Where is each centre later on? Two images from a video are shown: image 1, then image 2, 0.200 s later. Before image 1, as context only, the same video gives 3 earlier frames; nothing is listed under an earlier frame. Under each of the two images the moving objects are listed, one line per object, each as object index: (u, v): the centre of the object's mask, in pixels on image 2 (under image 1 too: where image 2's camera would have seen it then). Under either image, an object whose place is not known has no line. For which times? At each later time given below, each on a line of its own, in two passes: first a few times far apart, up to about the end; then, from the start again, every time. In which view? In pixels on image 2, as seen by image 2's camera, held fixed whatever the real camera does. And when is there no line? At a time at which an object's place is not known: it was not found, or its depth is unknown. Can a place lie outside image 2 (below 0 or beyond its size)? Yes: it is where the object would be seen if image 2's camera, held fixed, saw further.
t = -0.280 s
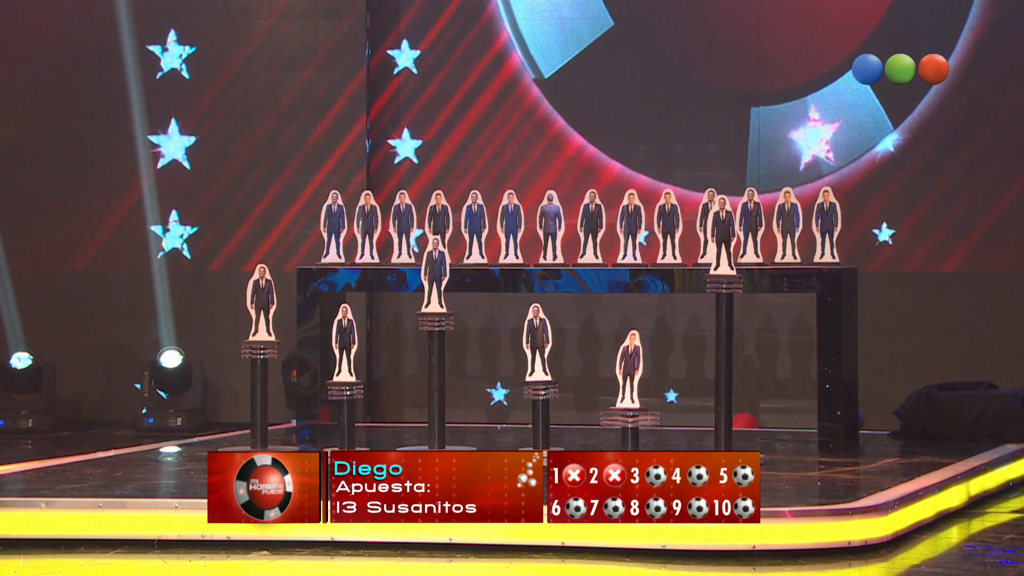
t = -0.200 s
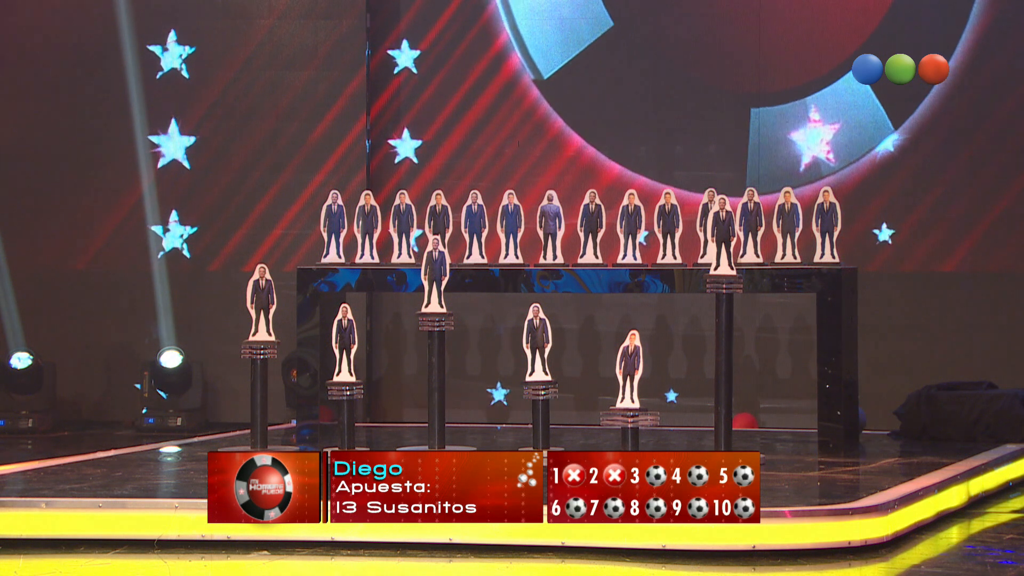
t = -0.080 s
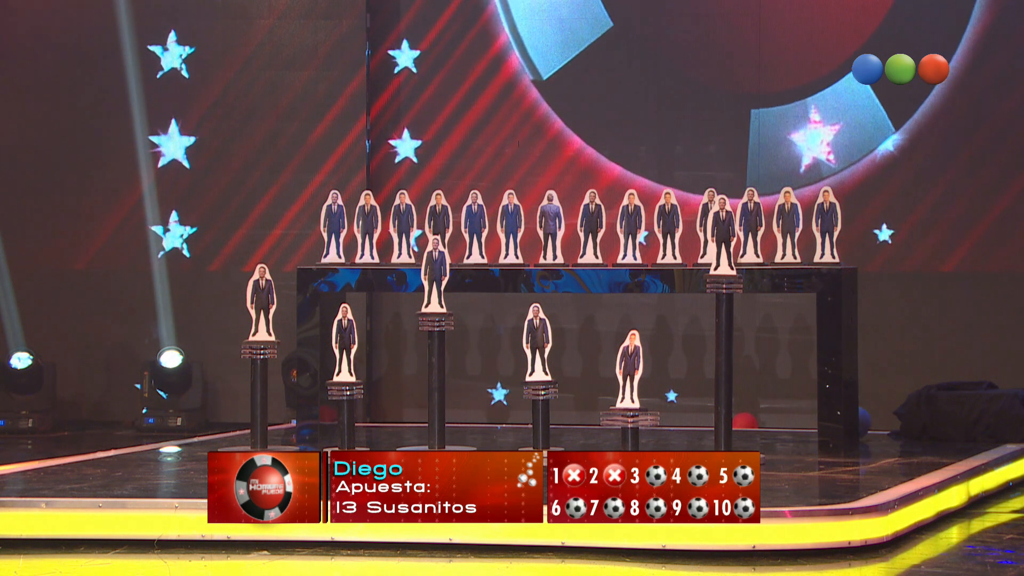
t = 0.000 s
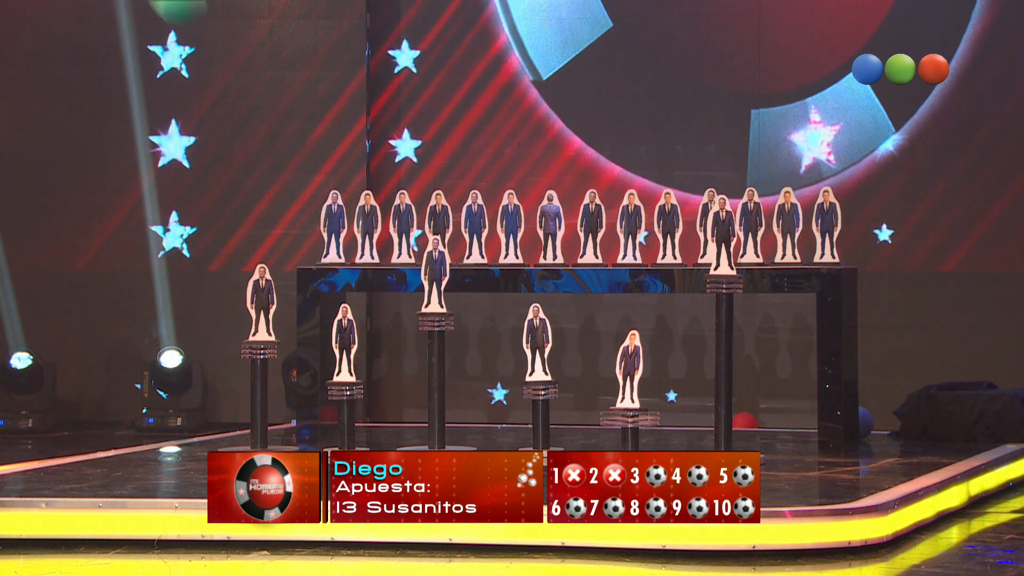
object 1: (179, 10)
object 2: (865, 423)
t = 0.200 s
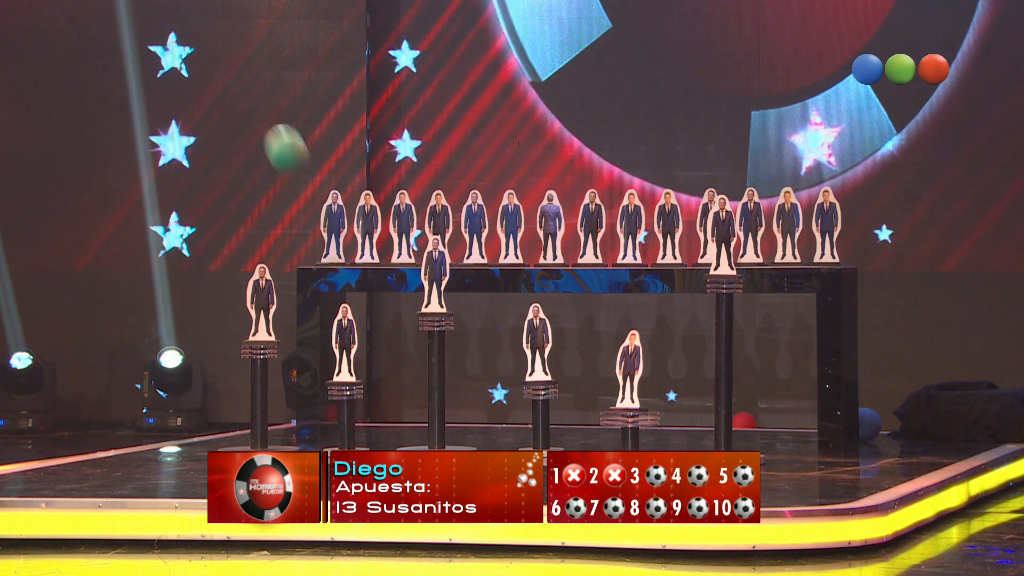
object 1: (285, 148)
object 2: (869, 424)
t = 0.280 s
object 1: (316, 220)
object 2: (870, 425)
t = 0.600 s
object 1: (400, 340)
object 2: (878, 427)
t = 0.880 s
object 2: (887, 429)
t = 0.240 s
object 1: (303, 183)
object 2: (870, 425)
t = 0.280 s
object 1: (316, 220)
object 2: (870, 425)
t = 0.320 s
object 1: (331, 263)
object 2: (871, 425)
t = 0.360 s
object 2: (872, 425)
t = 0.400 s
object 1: (364, 344)
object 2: (872, 425)
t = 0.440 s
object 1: (372, 386)
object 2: (873, 426)
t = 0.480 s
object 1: (380, 424)
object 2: (874, 426)
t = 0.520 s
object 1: (387, 395)
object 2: (875, 426)
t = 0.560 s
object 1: (394, 365)
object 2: (877, 427)
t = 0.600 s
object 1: (400, 340)
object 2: (878, 427)
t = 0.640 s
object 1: (405, 319)
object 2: (879, 427)
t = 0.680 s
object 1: (409, 304)
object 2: (881, 427)
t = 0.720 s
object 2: (882, 428)
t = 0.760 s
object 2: (883, 428)
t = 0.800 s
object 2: (885, 428)
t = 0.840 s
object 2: (886, 429)
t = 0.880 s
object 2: (887, 429)
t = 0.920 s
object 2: (889, 429)
